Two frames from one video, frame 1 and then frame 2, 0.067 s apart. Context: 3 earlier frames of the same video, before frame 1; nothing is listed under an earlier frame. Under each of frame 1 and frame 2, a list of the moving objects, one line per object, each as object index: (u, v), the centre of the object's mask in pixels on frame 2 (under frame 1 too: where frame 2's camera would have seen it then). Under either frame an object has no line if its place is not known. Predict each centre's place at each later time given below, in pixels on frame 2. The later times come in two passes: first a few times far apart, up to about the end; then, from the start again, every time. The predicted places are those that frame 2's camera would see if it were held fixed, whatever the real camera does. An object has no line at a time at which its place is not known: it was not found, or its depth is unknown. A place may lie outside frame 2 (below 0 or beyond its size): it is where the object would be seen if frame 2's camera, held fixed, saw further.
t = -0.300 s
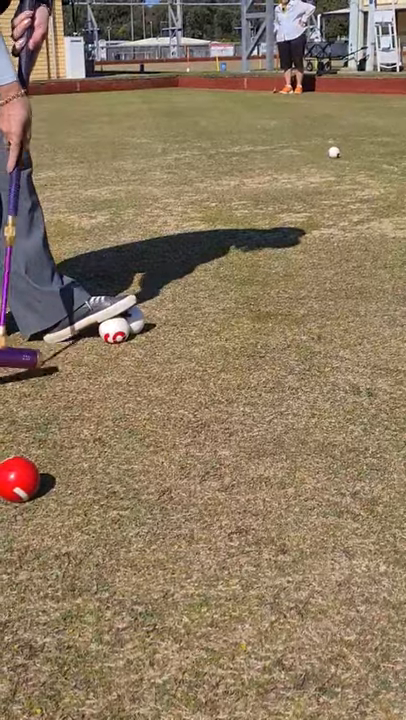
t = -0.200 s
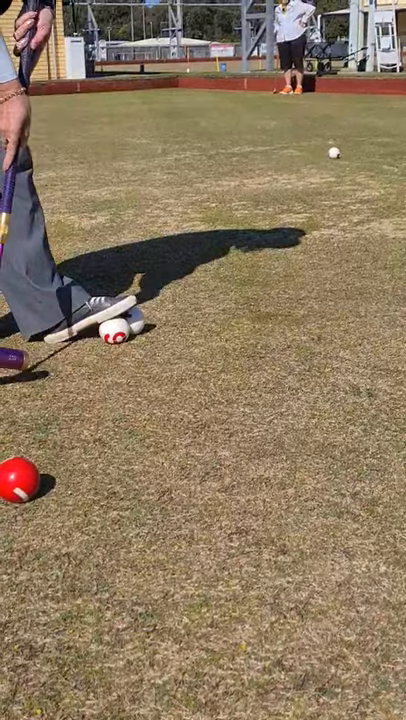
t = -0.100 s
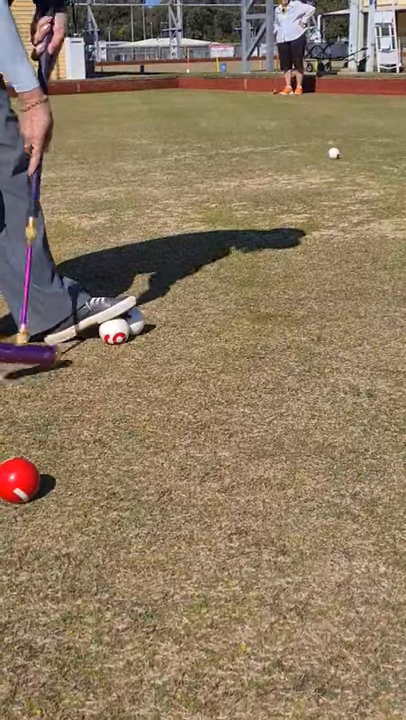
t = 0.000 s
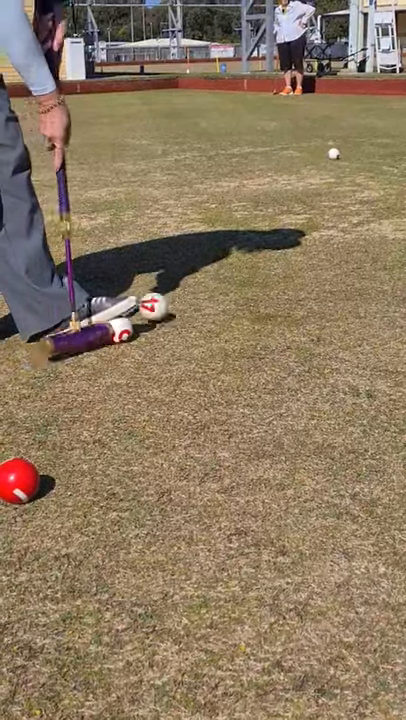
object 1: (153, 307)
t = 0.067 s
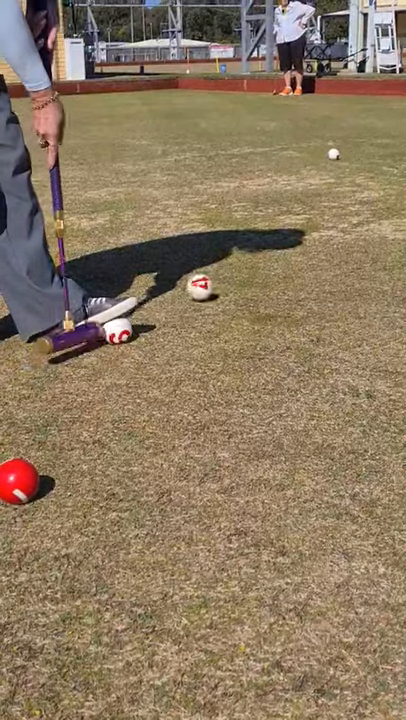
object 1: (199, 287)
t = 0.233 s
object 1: (283, 251)
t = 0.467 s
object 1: (354, 222)
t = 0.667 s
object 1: (398, 205)
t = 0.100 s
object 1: (220, 281)
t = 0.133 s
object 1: (238, 271)
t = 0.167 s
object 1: (256, 265)
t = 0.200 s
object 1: (269, 258)
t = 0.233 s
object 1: (283, 251)
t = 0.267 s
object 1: (297, 248)
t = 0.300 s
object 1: (308, 242)
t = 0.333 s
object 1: (319, 237)
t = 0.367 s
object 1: (328, 234)
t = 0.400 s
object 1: (337, 229)
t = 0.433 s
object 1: (345, 227)
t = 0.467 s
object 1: (354, 222)
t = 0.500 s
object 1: (362, 219)
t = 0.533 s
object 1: (370, 215)
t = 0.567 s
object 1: (377, 214)
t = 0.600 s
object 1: (385, 210)
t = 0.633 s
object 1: (392, 206)
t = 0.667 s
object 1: (398, 205)
